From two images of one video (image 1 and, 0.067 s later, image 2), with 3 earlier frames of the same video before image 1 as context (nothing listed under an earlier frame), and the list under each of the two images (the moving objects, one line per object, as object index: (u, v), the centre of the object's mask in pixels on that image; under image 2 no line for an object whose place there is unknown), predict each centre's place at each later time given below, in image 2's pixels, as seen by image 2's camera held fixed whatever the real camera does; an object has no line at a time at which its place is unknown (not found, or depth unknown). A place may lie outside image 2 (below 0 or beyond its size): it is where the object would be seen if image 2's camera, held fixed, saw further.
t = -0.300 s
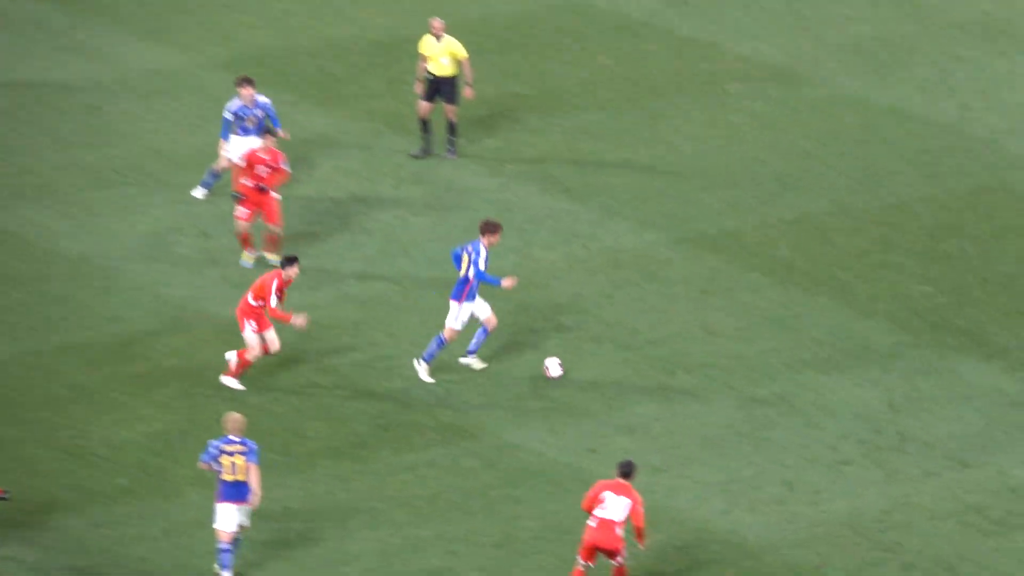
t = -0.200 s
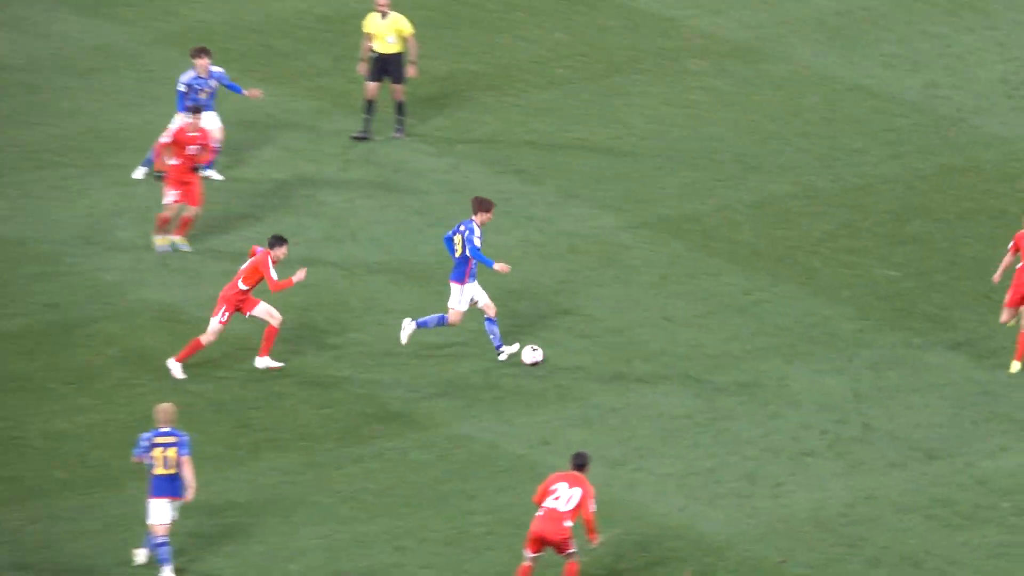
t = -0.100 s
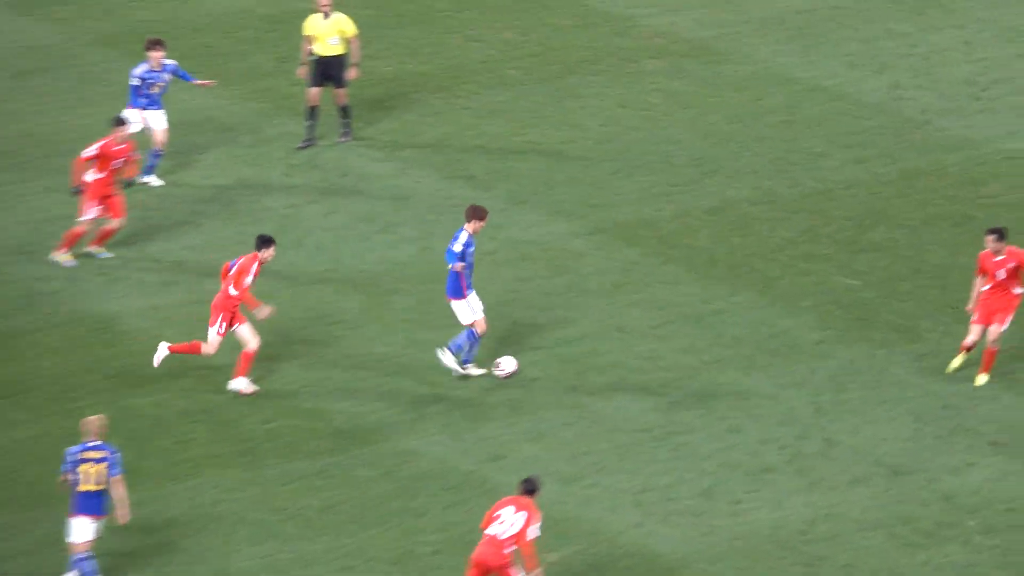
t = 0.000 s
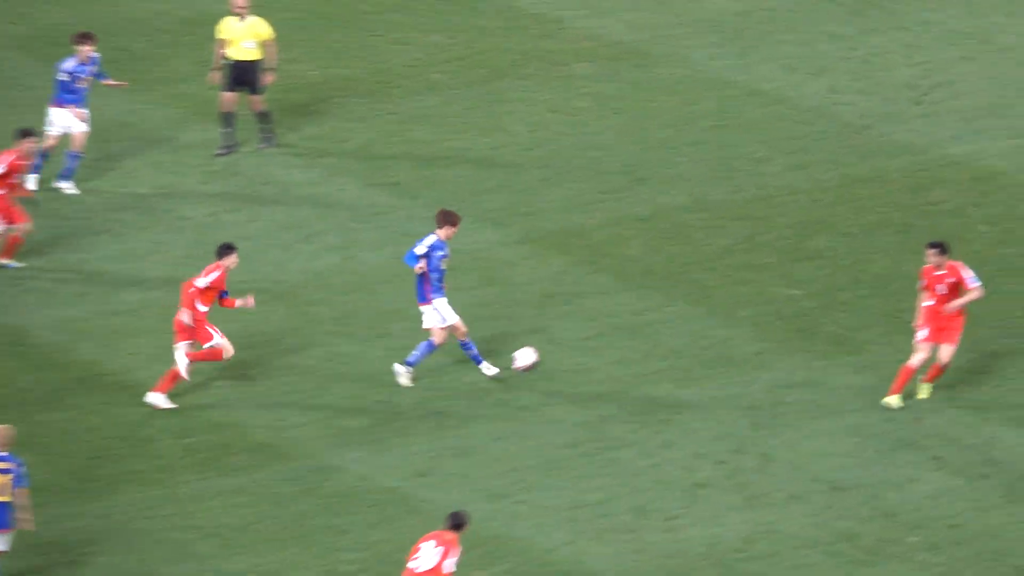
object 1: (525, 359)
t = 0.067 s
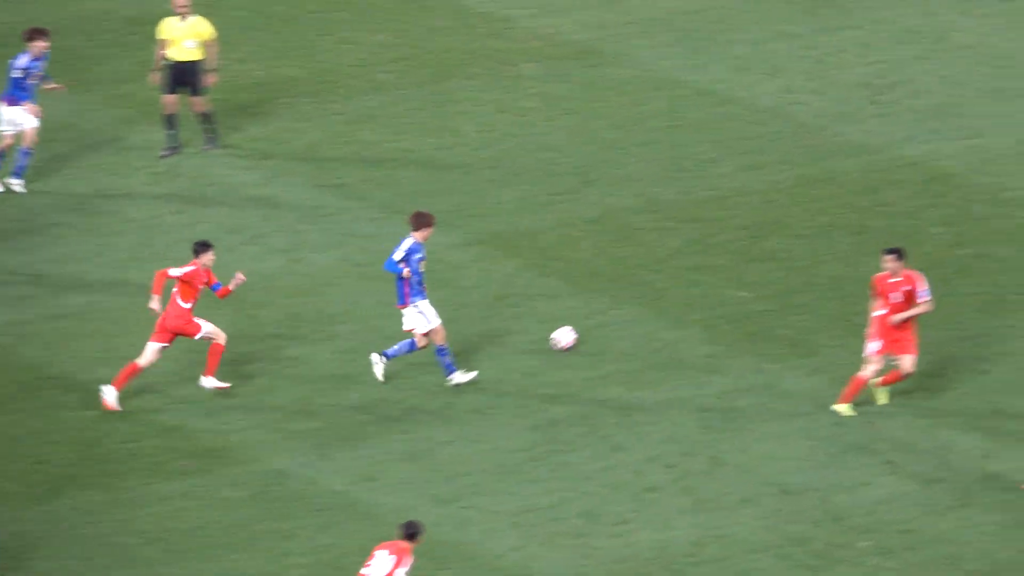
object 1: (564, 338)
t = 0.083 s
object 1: (583, 333)
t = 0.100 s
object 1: (607, 328)
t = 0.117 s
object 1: (628, 324)
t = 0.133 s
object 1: (648, 319)
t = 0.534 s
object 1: (1063, 208)
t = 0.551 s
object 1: (1078, 204)
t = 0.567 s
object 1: (1093, 200)
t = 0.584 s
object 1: (1107, 197)
